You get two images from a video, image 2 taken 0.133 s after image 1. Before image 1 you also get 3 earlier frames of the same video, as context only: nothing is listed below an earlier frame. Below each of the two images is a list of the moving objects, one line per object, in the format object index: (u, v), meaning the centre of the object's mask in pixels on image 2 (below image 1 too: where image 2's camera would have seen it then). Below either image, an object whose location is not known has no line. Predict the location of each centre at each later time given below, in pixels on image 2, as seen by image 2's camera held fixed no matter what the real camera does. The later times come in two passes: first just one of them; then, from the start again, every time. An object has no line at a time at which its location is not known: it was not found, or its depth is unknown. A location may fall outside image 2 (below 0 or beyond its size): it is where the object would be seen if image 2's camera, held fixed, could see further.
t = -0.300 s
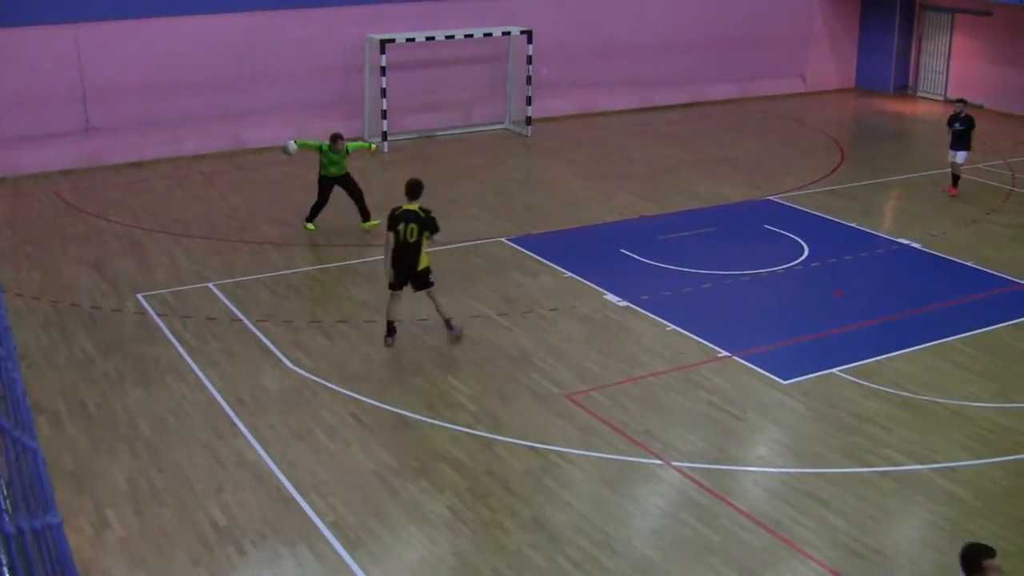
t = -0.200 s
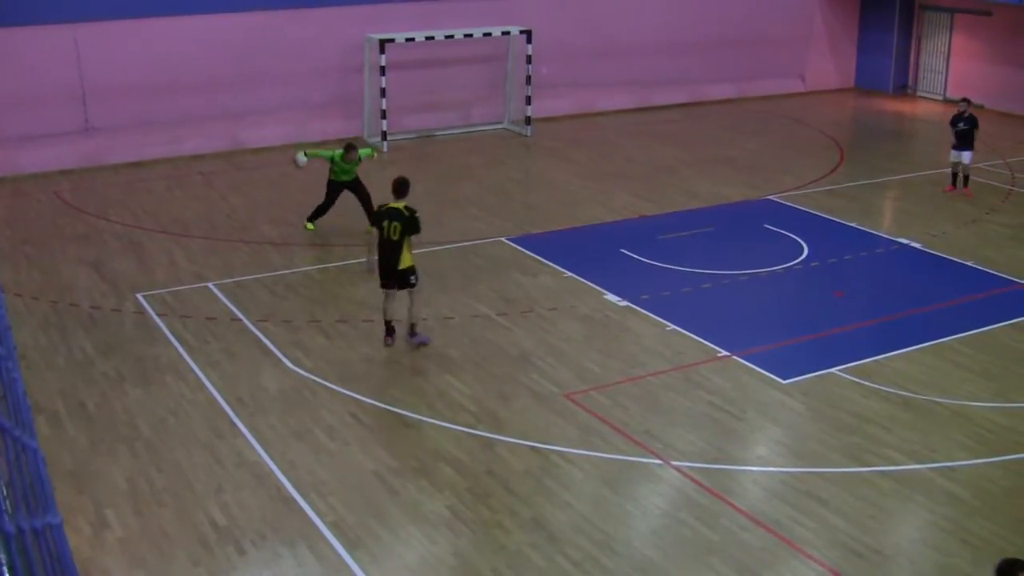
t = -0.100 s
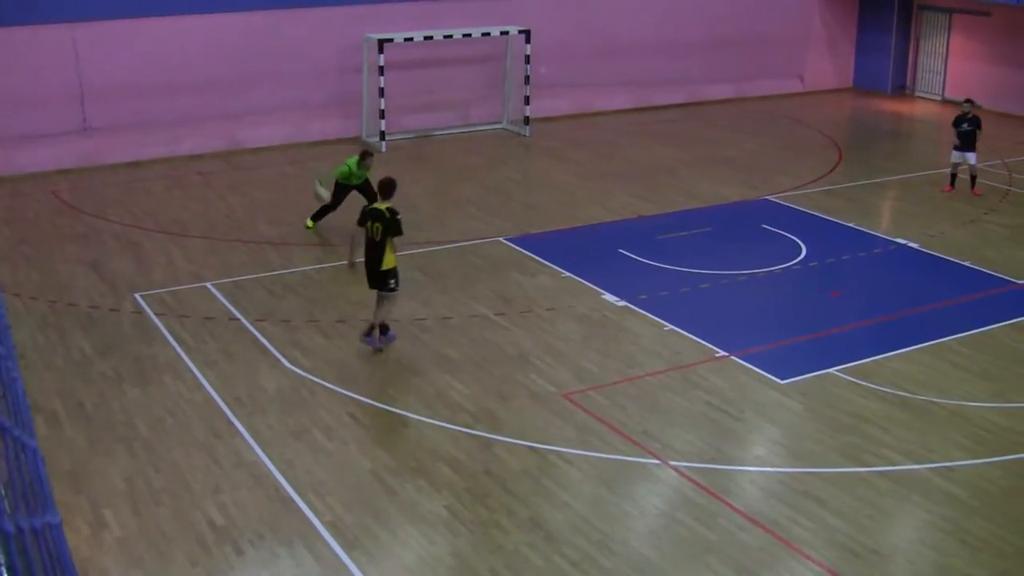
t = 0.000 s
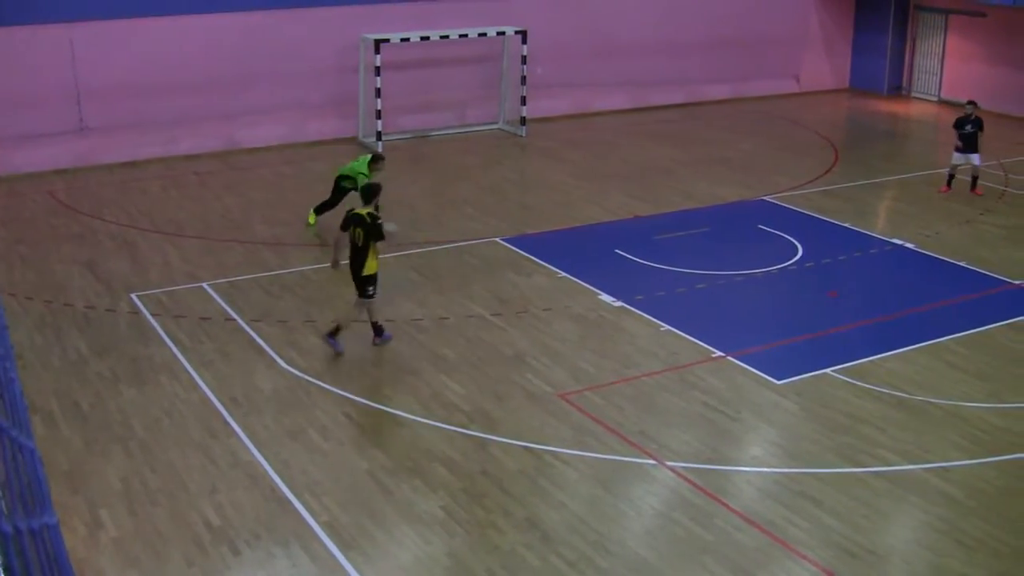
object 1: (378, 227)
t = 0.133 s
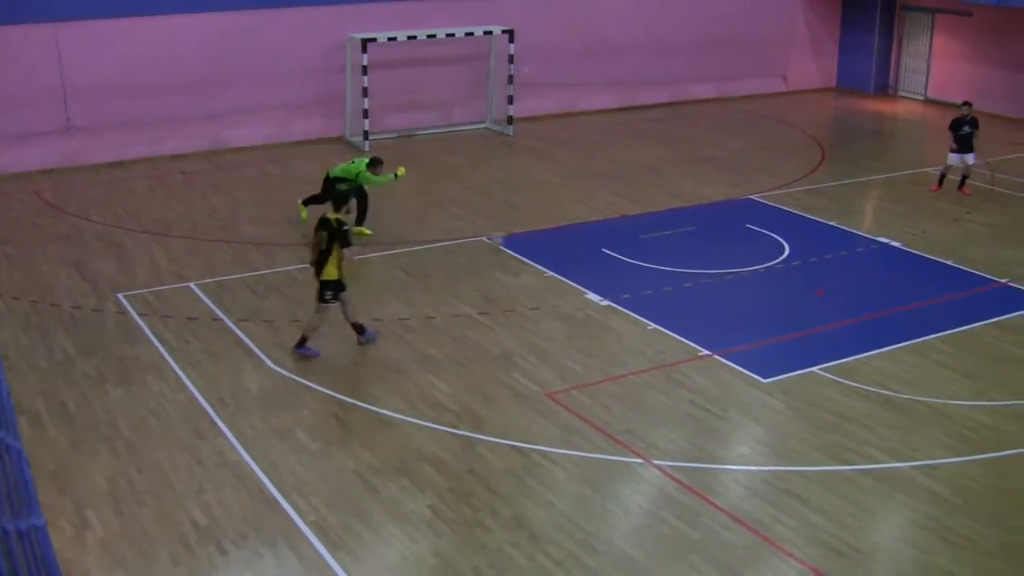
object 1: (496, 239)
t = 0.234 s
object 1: (579, 241)
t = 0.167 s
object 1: (524, 237)
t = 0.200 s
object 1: (553, 239)
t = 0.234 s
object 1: (579, 241)
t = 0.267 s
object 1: (606, 244)
